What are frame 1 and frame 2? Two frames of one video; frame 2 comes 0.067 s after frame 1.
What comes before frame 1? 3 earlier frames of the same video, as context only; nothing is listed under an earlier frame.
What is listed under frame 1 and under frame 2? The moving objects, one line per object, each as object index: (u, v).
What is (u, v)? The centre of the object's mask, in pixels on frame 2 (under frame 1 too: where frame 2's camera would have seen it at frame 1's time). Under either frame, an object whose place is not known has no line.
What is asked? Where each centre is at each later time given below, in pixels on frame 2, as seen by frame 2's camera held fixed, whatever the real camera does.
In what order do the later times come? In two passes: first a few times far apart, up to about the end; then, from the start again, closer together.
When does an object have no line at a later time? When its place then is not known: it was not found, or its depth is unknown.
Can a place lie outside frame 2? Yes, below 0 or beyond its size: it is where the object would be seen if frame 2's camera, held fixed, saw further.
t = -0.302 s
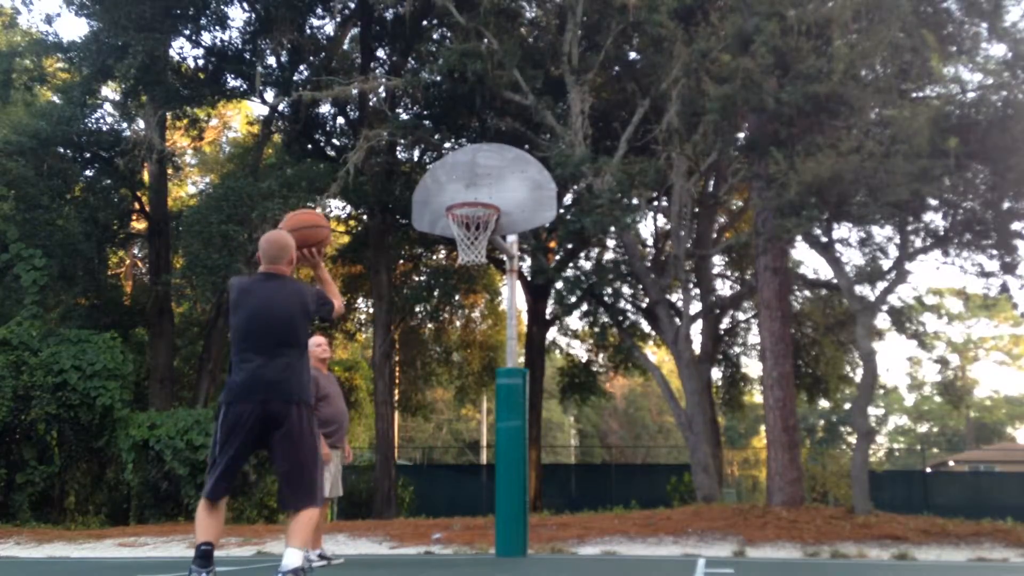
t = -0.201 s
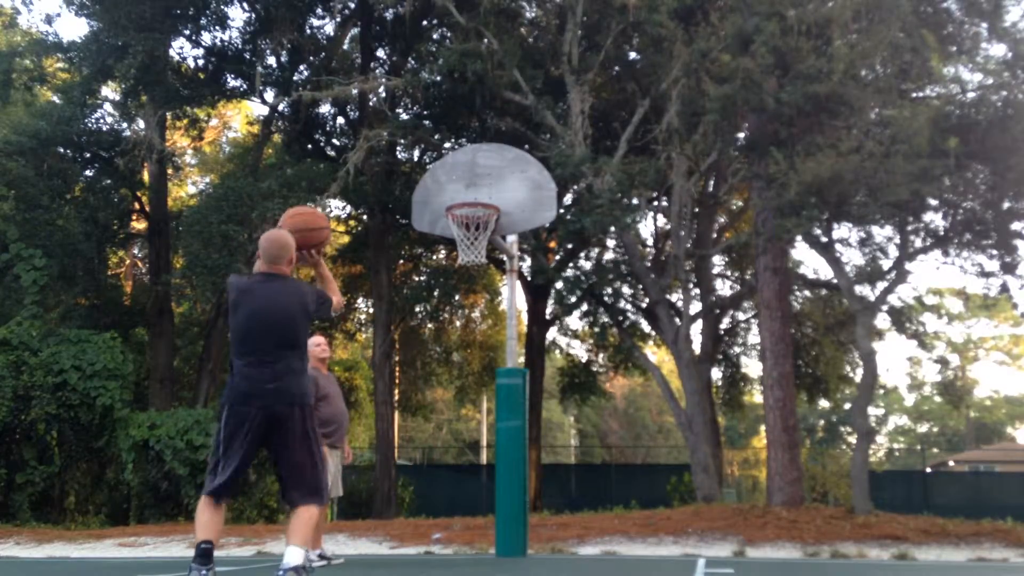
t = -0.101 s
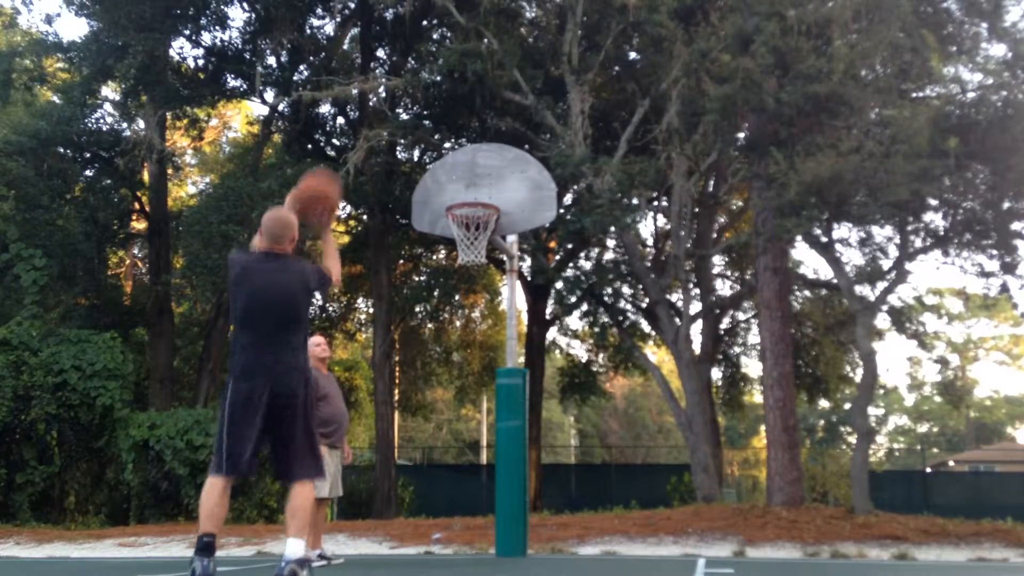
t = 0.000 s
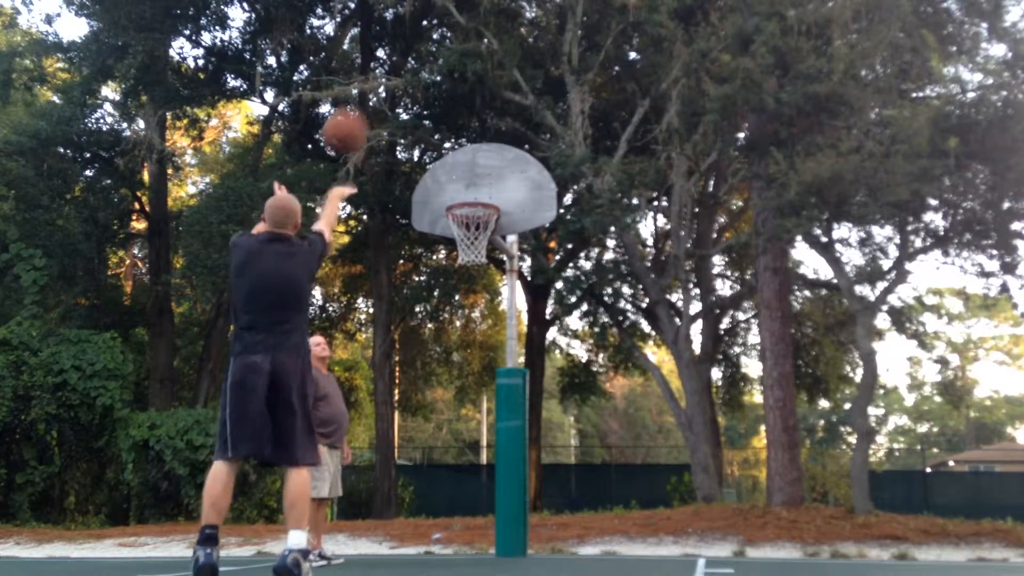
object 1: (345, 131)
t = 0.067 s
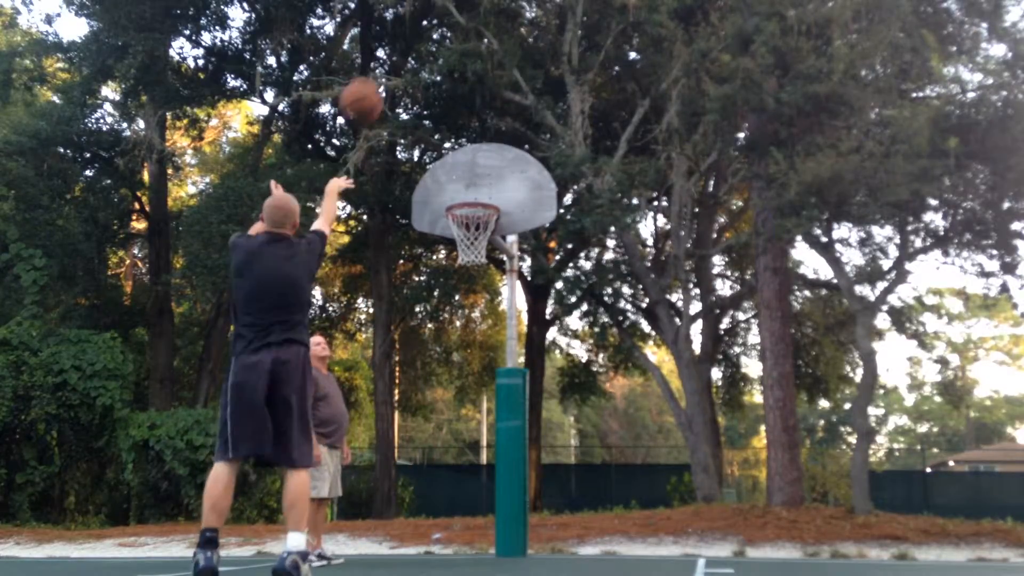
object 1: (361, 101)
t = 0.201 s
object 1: (391, 67)
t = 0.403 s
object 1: (425, 66)
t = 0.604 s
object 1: (451, 111)
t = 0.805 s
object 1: (471, 189)
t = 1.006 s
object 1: (467, 228)
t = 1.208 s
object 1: (466, 232)
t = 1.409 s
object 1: (464, 281)
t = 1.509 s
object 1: (463, 324)
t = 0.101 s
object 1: (370, 89)
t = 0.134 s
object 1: (377, 80)
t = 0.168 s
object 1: (384, 71)
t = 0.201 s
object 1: (391, 67)
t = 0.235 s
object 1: (397, 63)
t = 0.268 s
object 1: (403, 61)
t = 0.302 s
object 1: (408, 60)
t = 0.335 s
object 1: (415, 61)
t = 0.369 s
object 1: (420, 63)
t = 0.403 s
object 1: (425, 66)
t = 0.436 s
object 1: (430, 70)
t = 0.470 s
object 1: (434, 77)
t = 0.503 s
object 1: (438, 84)
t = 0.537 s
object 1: (443, 92)
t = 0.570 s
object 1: (447, 101)
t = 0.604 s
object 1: (451, 111)
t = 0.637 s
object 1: (455, 121)
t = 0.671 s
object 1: (458, 132)
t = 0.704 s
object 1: (461, 144)
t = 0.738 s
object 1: (465, 160)
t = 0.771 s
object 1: (468, 174)
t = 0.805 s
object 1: (471, 189)
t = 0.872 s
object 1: (472, 215)
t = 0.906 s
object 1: (473, 222)
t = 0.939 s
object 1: (470, 230)
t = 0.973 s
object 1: (468, 235)
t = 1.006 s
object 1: (467, 228)
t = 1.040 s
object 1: (467, 225)
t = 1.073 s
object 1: (466, 230)
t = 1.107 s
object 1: (465, 228)
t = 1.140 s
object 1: (465, 227)
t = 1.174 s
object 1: (465, 229)
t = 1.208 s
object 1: (466, 232)
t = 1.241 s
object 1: (465, 238)
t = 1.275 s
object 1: (465, 243)
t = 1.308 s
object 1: (464, 251)
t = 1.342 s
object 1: (464, 260)
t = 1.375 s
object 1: (463, 270)
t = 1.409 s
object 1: (464, 281)
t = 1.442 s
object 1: (463, 293)
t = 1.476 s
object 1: (464, 307)
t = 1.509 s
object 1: (463, 324)
